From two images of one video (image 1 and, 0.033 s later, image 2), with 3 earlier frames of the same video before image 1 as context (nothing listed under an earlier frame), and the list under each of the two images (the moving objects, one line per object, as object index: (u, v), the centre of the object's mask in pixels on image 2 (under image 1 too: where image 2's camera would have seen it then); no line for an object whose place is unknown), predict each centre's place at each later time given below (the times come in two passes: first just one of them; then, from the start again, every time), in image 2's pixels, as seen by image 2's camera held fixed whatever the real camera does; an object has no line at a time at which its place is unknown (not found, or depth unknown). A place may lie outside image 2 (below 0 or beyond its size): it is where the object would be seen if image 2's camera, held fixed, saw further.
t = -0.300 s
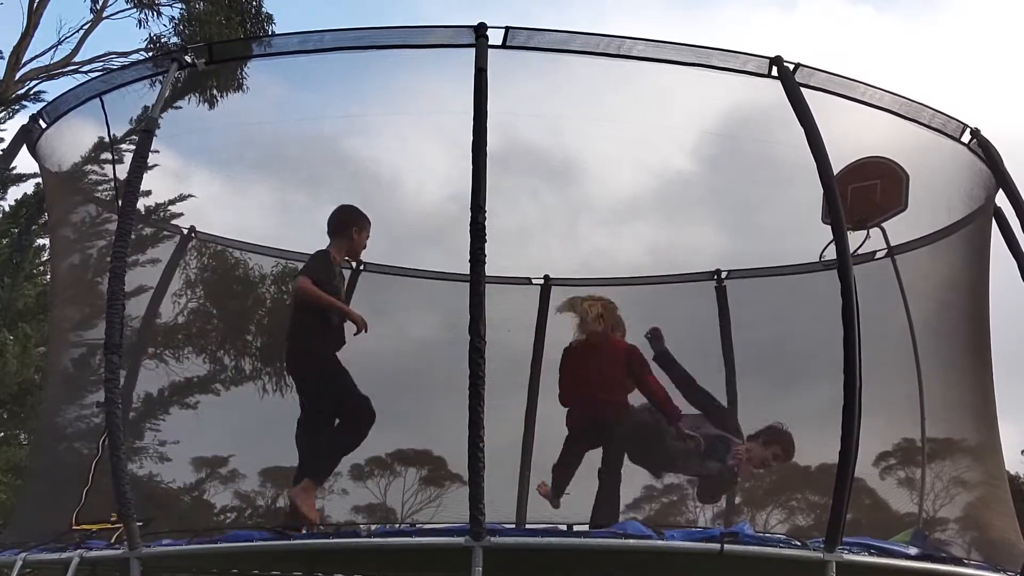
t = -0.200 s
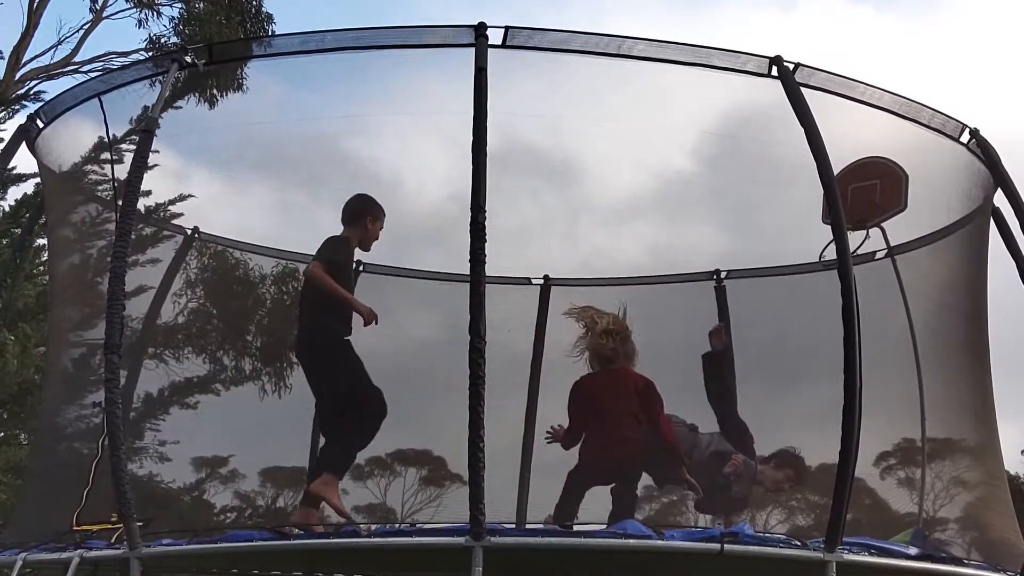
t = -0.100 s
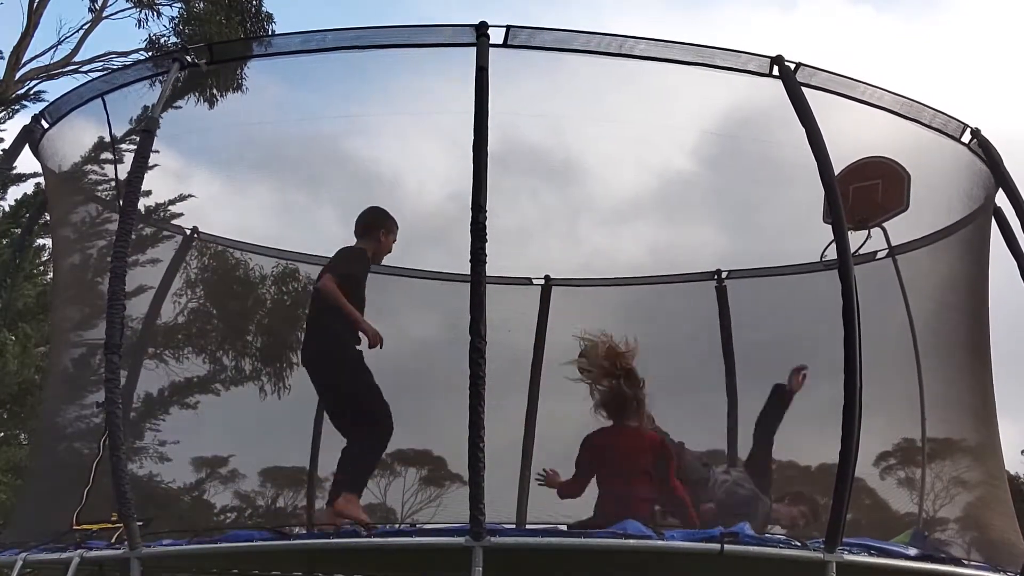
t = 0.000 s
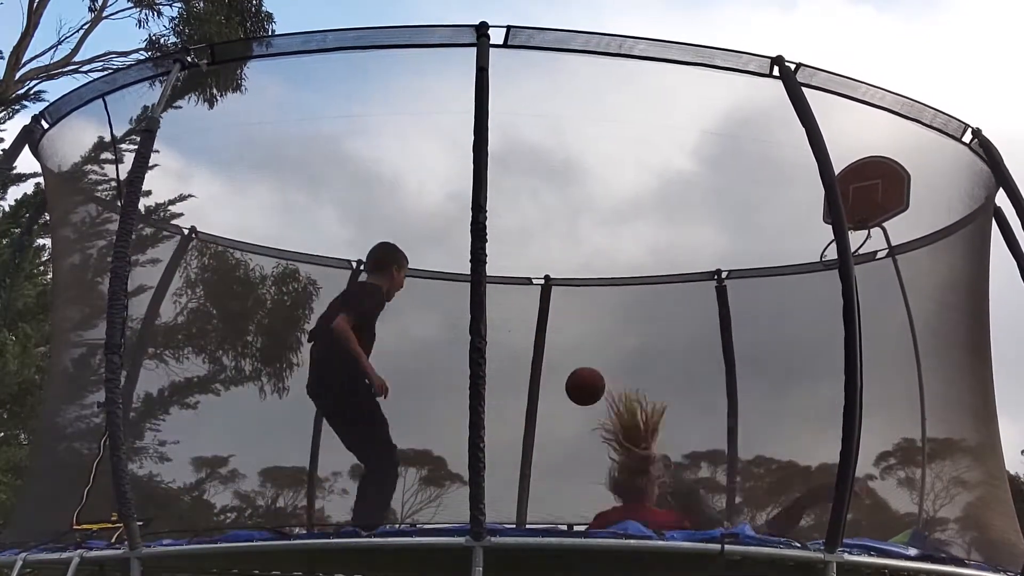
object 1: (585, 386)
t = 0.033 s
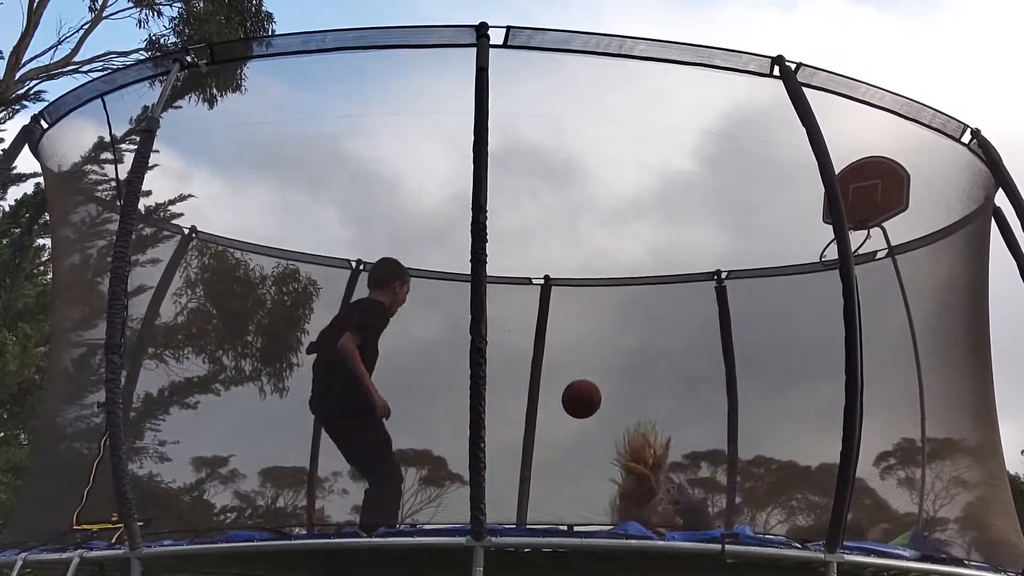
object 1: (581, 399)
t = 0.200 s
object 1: (562, 499)
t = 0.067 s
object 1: (578, 414)
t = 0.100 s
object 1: (574, 431)
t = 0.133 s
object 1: (570, 451)
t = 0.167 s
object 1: (566, 474)
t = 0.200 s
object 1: (562, 499)
